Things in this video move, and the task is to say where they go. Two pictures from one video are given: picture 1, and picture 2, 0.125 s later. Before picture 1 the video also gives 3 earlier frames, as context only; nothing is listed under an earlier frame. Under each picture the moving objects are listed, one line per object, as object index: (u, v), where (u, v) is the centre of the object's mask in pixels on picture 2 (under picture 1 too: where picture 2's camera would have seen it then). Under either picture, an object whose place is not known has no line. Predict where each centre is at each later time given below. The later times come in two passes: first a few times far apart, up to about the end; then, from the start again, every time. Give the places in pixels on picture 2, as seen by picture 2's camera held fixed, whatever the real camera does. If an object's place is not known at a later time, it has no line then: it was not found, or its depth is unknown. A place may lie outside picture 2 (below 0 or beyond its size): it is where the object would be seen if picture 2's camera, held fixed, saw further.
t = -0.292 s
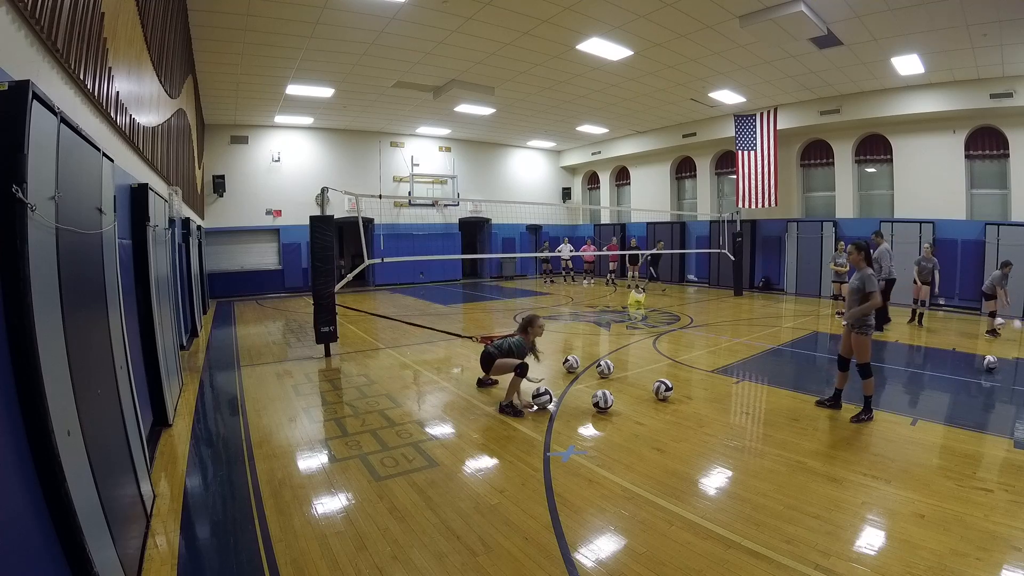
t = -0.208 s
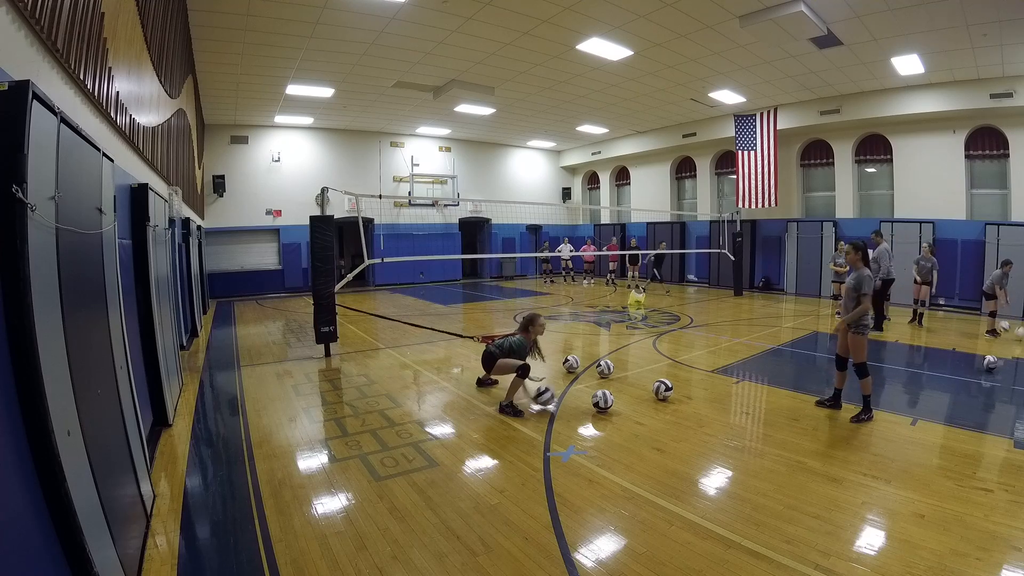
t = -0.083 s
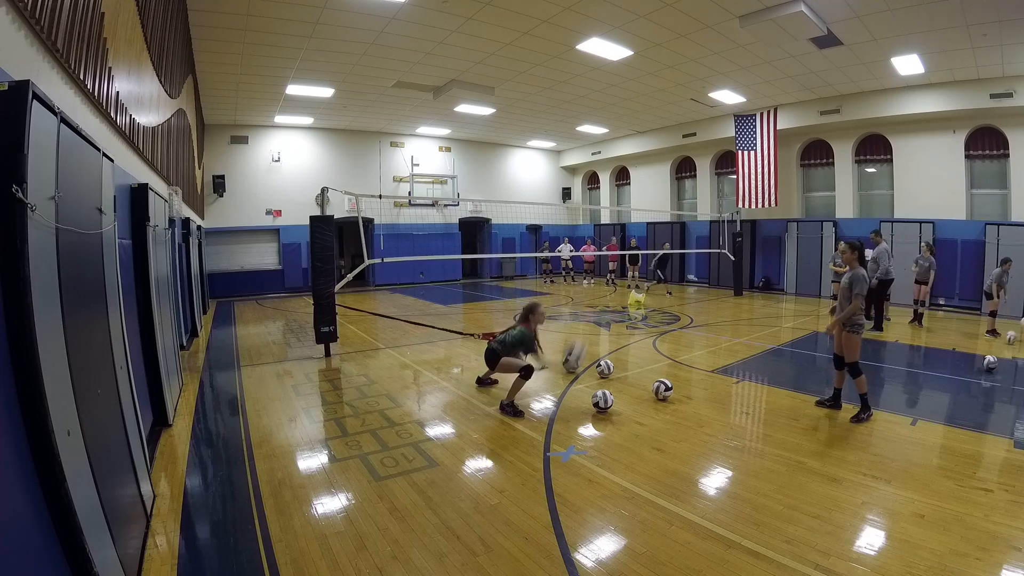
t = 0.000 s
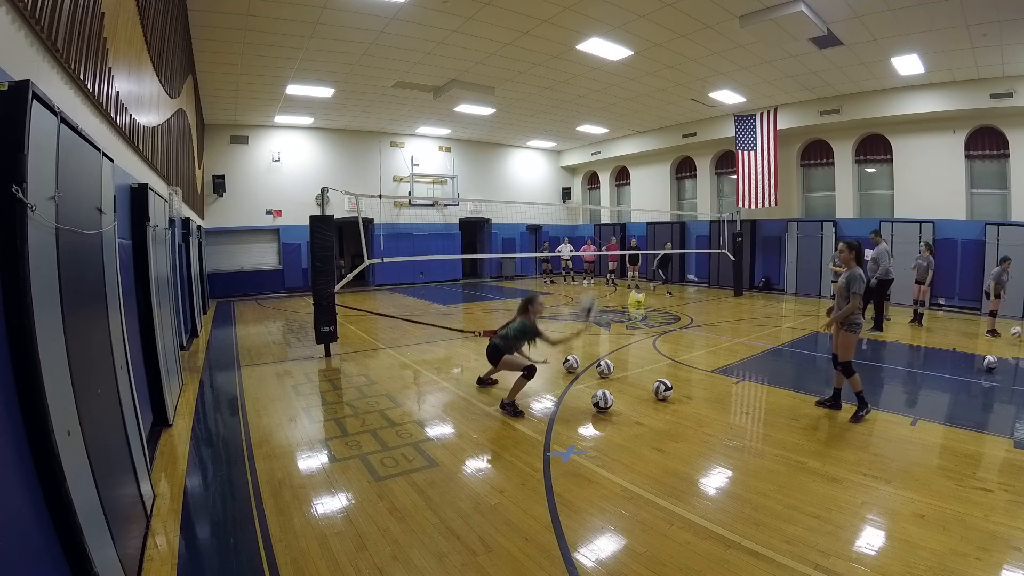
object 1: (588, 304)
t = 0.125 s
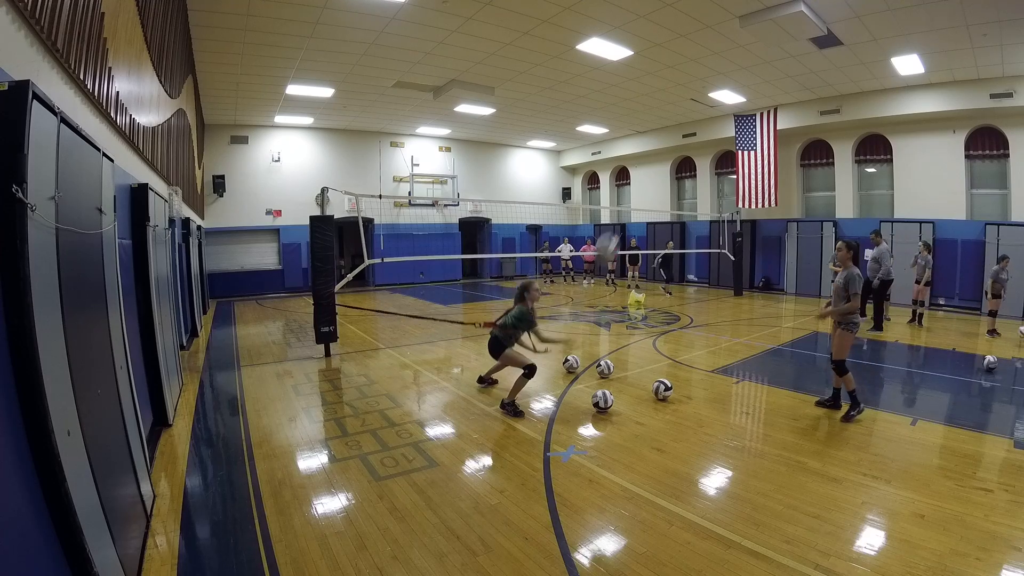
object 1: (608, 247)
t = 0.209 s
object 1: (619, 220)
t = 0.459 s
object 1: (660, 170)
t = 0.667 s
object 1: (694, 186)
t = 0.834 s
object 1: (725, 238)
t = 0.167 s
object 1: (613, 234)
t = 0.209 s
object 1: (619, 220)
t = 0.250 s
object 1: (626, 204)
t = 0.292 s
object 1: (632, 194)
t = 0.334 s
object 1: (640, 185)
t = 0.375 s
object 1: (646, 179)
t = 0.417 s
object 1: (653, 173)
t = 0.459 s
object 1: (660, 170)
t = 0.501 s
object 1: (668, 170)
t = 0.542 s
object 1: (674, 171)
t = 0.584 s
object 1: (682, 173)
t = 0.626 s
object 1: (687, 178)
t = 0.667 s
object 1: (694, 186)
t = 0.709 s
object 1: (702, 196)
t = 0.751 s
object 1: (710, 207)
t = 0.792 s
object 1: (719, 224)
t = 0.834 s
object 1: (725, 238)
